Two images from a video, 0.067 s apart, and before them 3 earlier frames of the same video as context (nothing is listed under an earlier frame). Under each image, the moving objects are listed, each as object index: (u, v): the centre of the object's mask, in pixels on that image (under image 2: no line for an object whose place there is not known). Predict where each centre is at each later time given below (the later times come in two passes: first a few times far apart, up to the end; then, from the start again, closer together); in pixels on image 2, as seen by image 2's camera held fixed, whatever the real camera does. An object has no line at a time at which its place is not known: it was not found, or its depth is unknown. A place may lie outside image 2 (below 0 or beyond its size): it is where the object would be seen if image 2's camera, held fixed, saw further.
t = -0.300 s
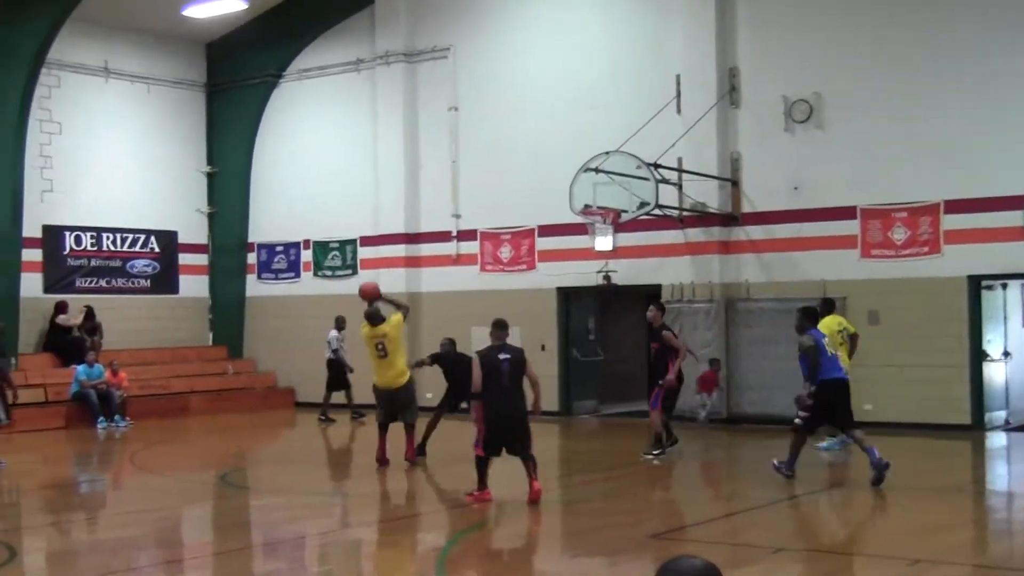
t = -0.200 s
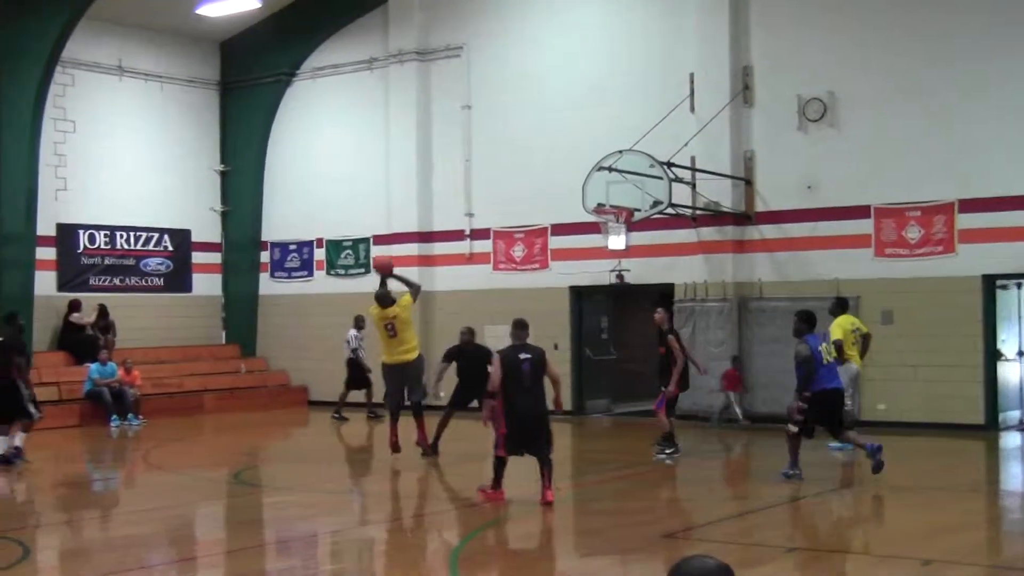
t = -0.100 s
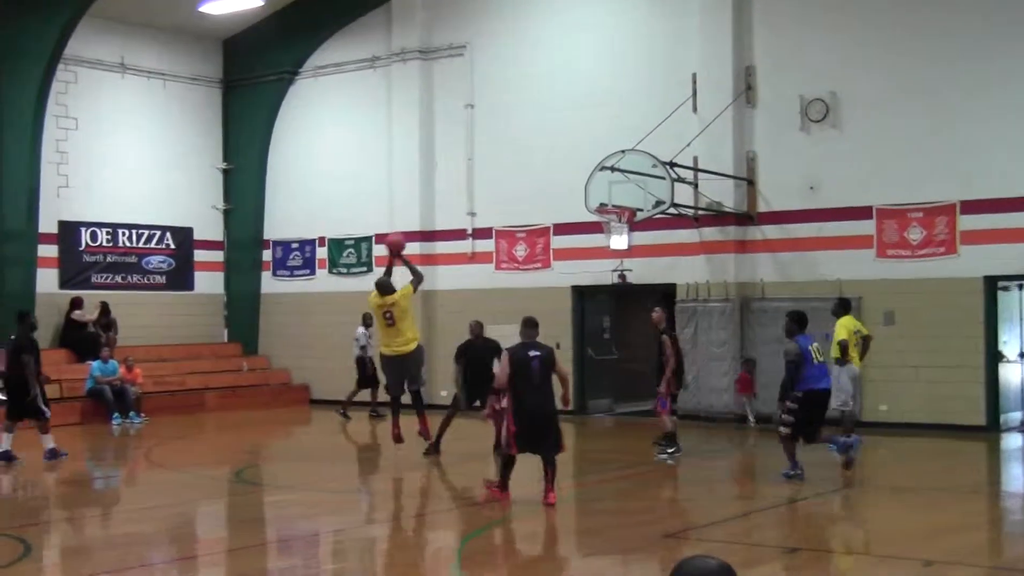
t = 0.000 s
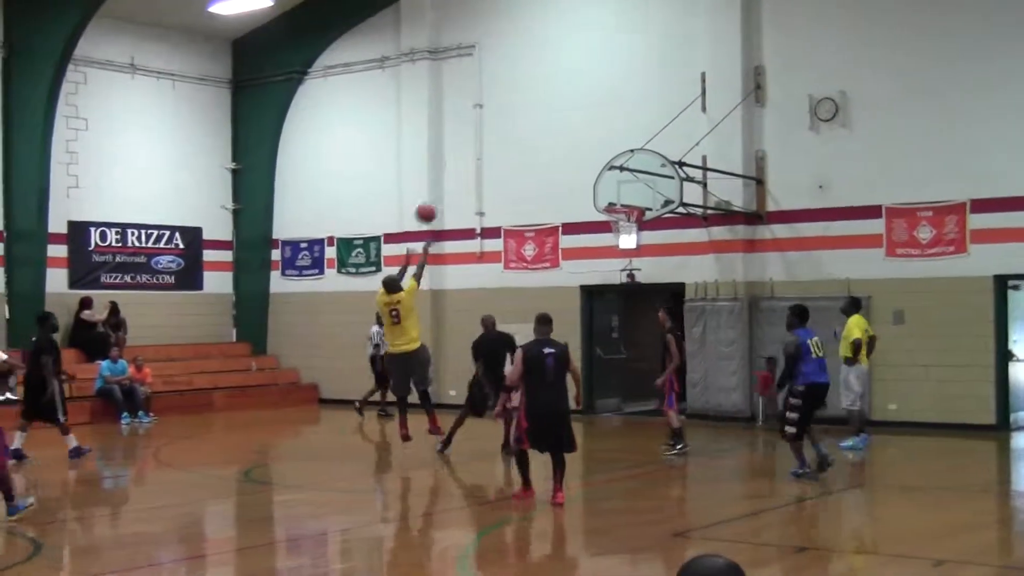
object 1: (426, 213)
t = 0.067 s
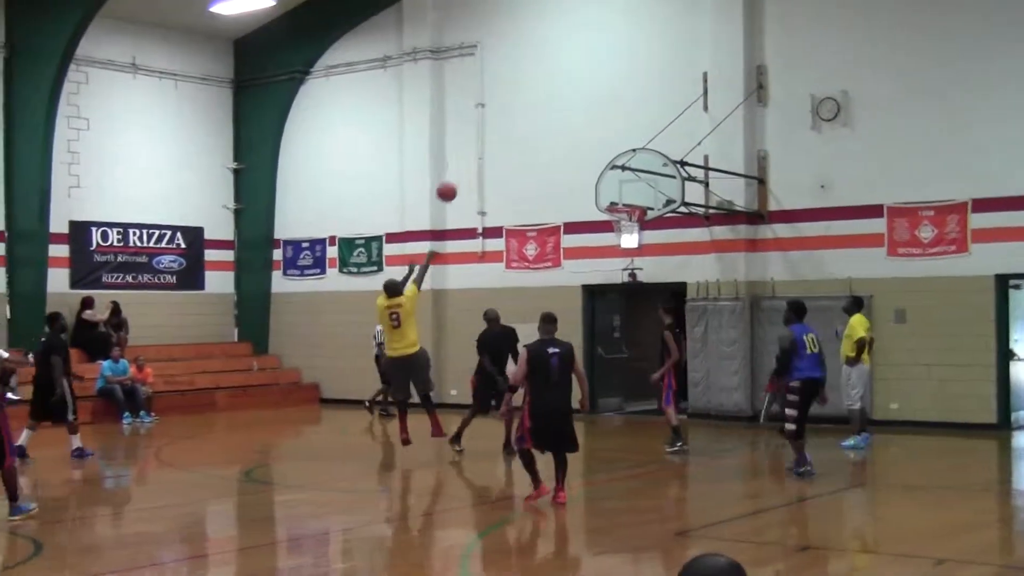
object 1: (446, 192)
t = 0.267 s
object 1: (501, 154)
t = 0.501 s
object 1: (559, 152)
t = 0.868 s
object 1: (619, 225)
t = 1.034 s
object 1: (613, 227)
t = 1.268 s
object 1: (612, 255)
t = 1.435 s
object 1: (609, 298)
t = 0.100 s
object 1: (457, 183)
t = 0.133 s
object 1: (465, 175)
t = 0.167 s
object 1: (475, 168)
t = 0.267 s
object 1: (501, 154)
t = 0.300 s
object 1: (510, 151)
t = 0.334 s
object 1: (519, 149)
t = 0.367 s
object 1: (527, 148)
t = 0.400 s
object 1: (535, 147)
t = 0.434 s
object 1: (543, 148)
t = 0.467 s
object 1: (551, 149)
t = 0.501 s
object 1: (559, 152)
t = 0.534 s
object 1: (567, 155)
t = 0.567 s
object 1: (575, 158)
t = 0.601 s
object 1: (583, 163)
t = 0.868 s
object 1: (619, 225)
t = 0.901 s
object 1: (615, 228)
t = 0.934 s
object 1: (613, 228)
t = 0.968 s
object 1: (613, 227)
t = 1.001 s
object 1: (612, 227)
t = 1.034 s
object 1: (613, 227)
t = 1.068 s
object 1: (613, 229)
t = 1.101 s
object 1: (613, 230)
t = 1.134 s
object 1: (613, 232)
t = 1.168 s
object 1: (612, 239)
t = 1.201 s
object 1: (612, 244)
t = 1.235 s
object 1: (612, 249)
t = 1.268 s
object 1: (612, 255)
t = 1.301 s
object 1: (611, 262)
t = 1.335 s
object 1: (611, 271)
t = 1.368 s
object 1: (610, 280)
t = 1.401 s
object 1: (609, 289)
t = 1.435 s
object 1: (609, 298)
